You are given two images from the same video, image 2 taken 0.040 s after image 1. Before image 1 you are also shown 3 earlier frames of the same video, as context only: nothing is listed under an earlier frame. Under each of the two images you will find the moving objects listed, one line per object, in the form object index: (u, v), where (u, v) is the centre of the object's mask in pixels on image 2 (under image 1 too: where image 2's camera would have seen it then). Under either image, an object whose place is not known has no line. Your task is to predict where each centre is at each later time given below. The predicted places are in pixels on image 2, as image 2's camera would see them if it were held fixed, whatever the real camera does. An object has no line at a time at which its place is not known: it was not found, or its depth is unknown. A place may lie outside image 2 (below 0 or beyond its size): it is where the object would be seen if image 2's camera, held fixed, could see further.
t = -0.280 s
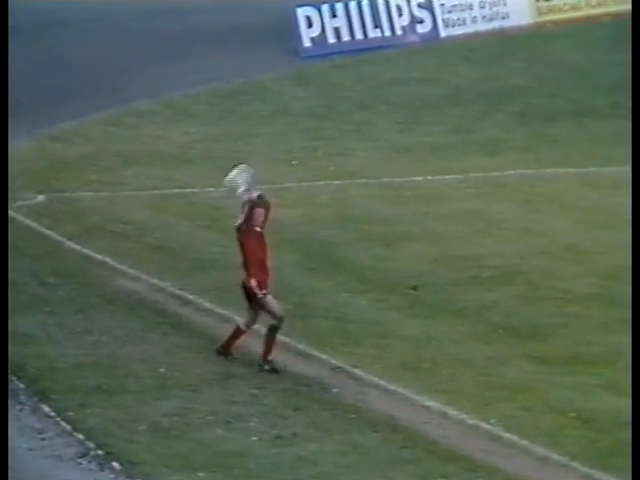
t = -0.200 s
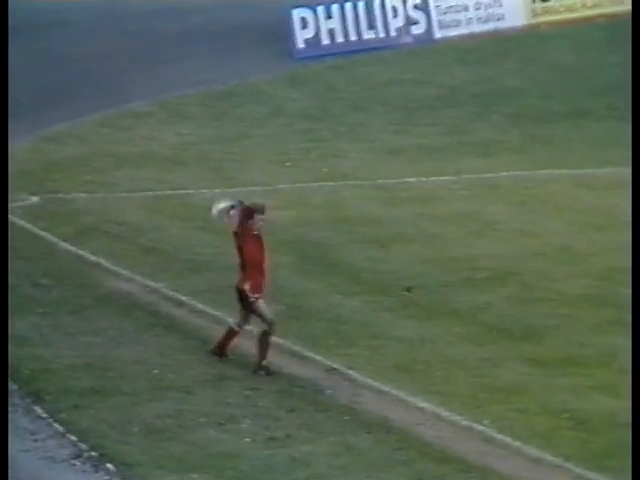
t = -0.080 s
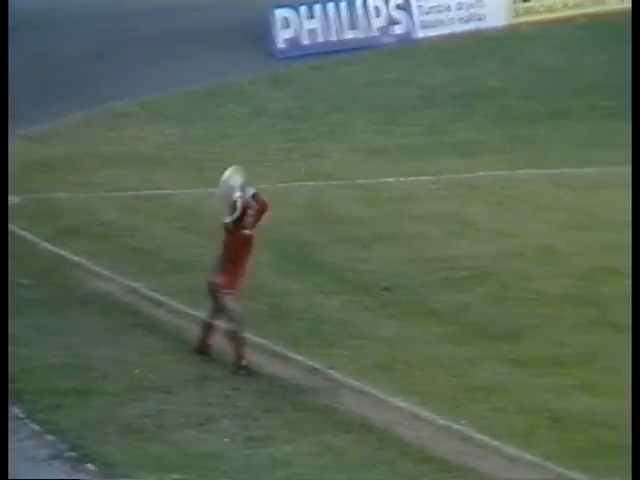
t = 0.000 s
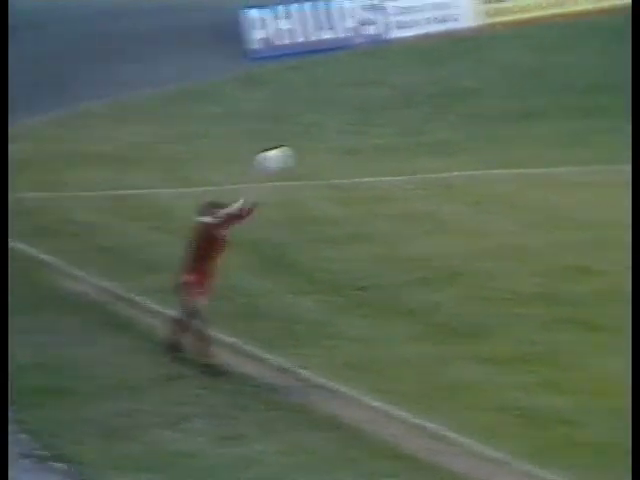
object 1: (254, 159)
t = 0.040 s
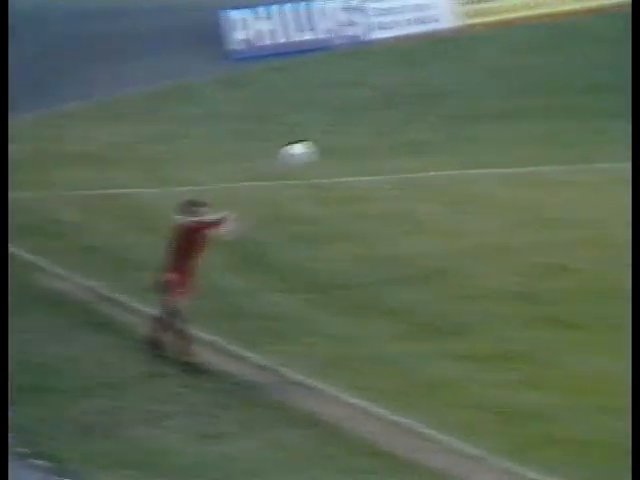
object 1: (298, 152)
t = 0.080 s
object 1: (343, 146)
